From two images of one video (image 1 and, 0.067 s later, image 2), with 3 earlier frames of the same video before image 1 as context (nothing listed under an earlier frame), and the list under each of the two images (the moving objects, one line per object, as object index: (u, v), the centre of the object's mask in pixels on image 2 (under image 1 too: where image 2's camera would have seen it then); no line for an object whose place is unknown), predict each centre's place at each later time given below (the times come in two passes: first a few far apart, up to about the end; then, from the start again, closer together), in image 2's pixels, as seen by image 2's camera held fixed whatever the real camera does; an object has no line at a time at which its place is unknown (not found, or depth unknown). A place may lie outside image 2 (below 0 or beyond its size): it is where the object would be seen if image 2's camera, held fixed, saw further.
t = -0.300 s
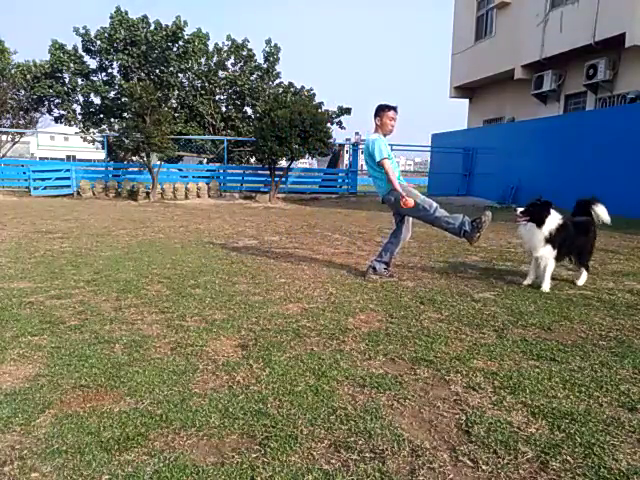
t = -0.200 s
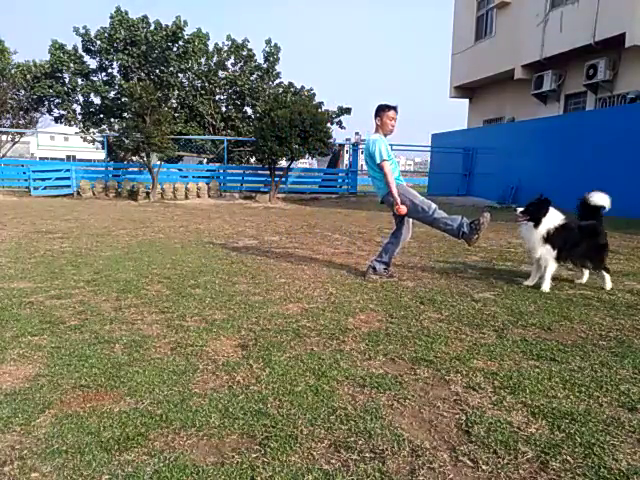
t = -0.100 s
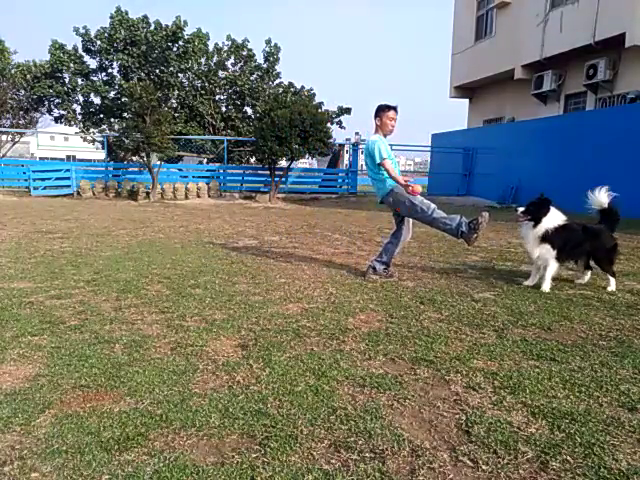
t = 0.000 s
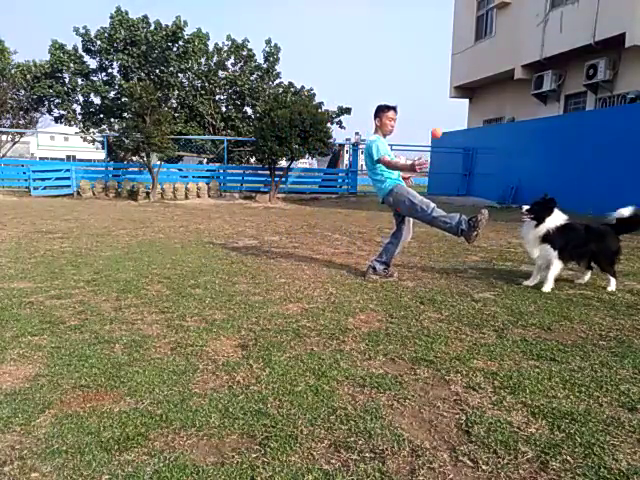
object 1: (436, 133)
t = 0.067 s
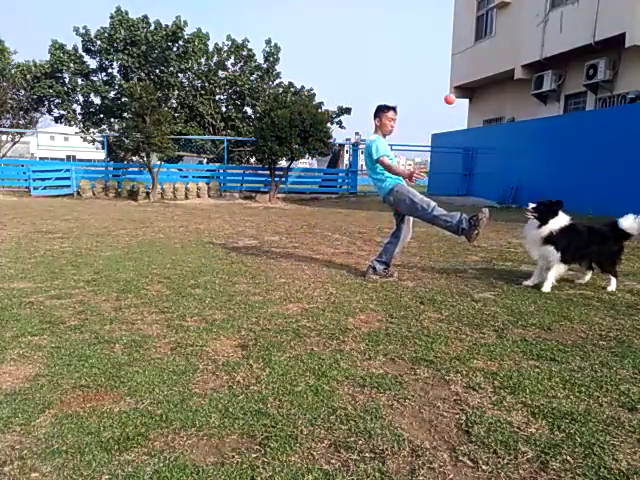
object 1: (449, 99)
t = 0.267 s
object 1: (494, 20)
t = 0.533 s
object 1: (560, 3)
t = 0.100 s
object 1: (457, 82)
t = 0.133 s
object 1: (463, 68)
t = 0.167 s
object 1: (471, 54)
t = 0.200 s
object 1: (478, 42)
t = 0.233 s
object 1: (486, 31)
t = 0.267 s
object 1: (494, 20)
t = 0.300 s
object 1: (502, 11)
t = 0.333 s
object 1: (510, 5)
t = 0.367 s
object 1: (517, 3)
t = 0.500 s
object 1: (551, 1)
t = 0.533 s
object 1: (560, 3)
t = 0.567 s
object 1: (569, 7)
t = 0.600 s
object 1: (578, 15)
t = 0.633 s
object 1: (587, 27)
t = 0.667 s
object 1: (596, 41)
